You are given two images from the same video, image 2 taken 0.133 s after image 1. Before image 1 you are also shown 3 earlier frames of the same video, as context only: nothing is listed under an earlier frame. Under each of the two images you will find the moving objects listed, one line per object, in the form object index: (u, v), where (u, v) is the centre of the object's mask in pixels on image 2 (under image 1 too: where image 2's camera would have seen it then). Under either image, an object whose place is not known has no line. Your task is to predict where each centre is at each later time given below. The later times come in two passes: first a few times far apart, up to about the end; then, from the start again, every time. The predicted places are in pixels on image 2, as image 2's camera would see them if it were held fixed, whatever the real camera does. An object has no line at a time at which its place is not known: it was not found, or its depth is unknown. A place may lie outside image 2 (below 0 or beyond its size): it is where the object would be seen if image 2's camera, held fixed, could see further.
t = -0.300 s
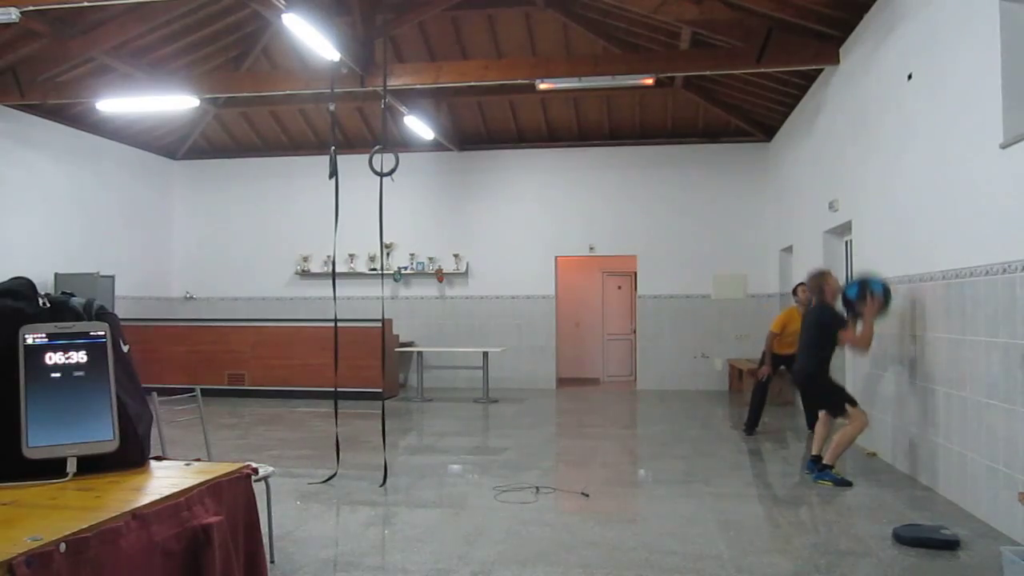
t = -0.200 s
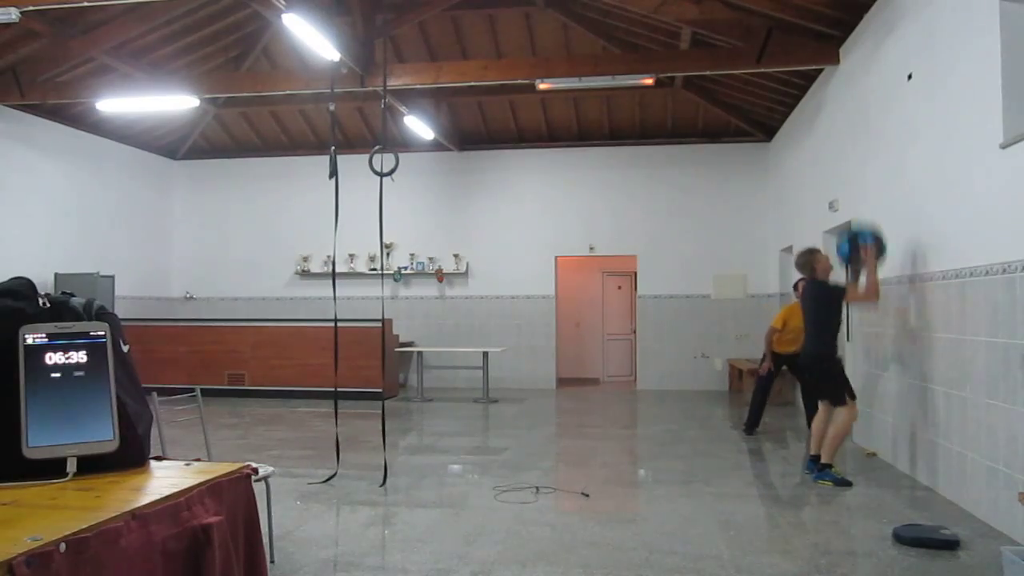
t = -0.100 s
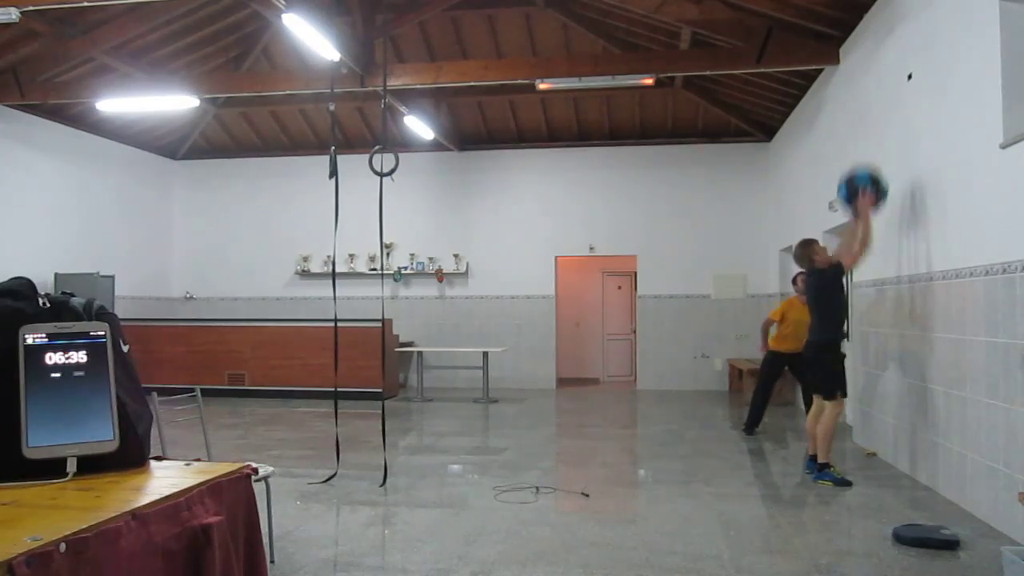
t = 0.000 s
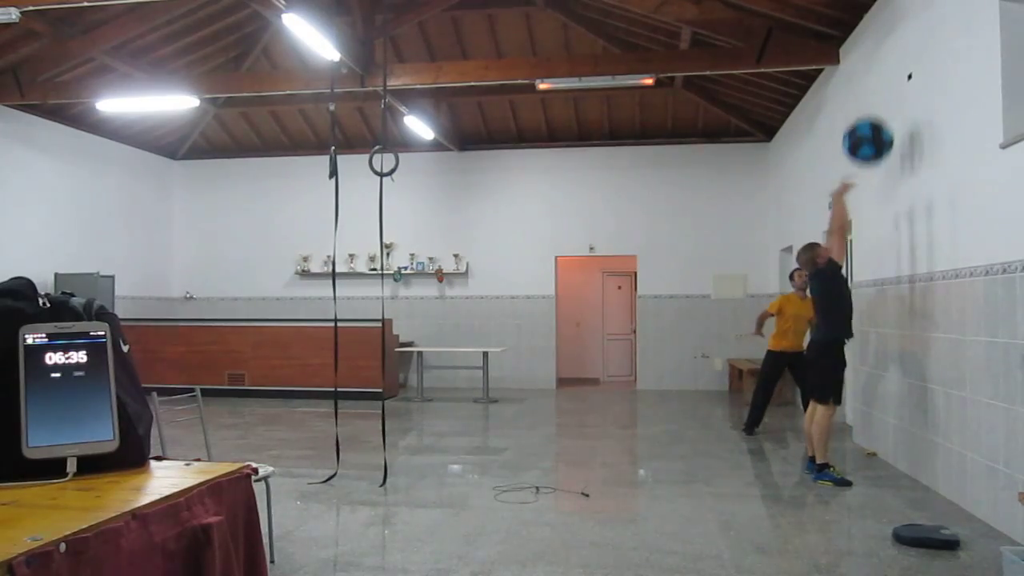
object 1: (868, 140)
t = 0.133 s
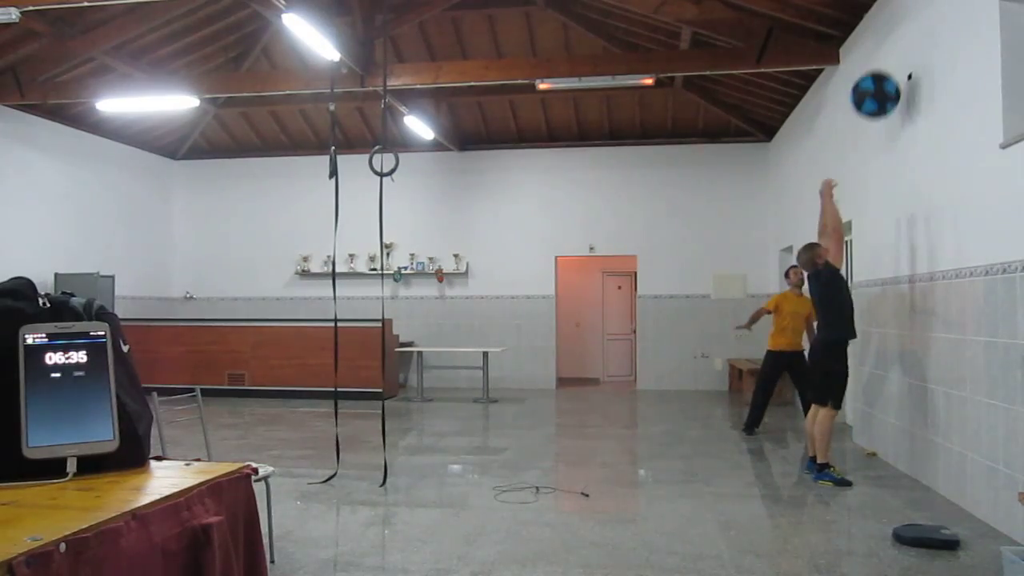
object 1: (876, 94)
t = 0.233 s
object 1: (881, 75)
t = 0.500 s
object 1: (884, 83)
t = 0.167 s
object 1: (877, 87)
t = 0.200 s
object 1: (879, 81)
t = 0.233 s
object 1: (881, 75)
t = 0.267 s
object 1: (883, 72)
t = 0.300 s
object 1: (886, 70)
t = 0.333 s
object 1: (888, 69)
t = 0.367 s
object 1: (888, 69)
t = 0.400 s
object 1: (888, 71)
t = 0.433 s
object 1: (887, 74)
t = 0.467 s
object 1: (886, 78)
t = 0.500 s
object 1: (884, 83)
